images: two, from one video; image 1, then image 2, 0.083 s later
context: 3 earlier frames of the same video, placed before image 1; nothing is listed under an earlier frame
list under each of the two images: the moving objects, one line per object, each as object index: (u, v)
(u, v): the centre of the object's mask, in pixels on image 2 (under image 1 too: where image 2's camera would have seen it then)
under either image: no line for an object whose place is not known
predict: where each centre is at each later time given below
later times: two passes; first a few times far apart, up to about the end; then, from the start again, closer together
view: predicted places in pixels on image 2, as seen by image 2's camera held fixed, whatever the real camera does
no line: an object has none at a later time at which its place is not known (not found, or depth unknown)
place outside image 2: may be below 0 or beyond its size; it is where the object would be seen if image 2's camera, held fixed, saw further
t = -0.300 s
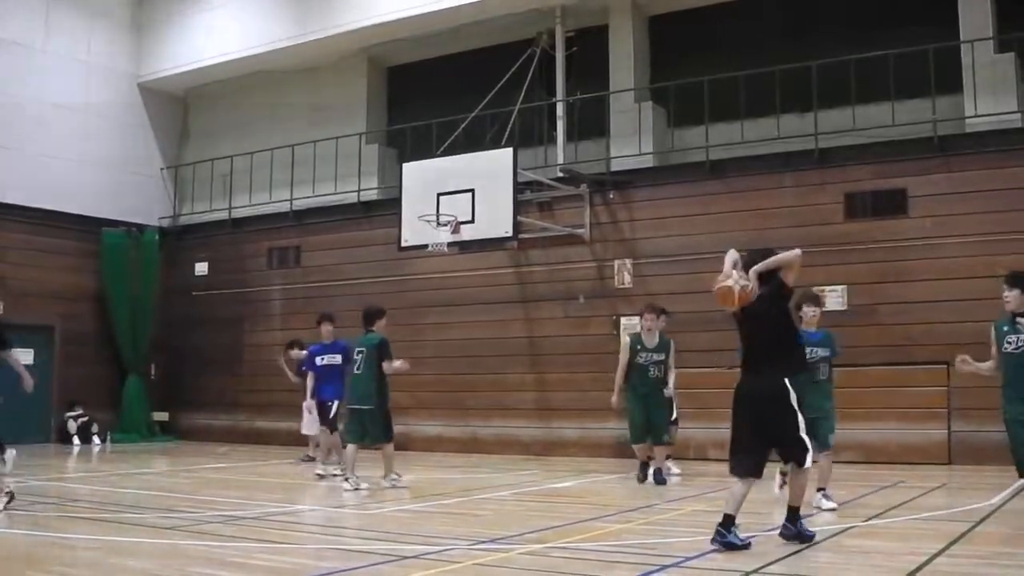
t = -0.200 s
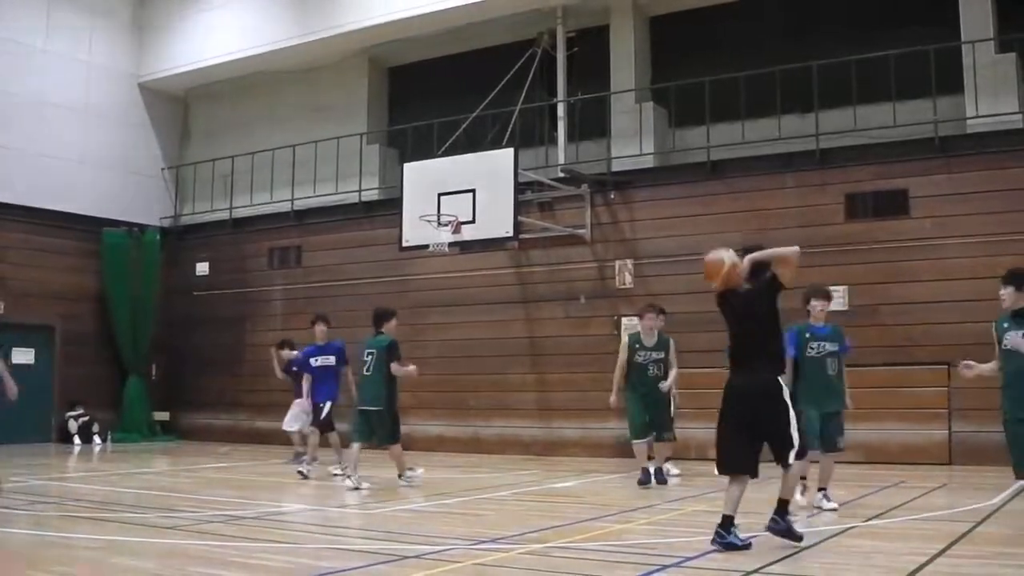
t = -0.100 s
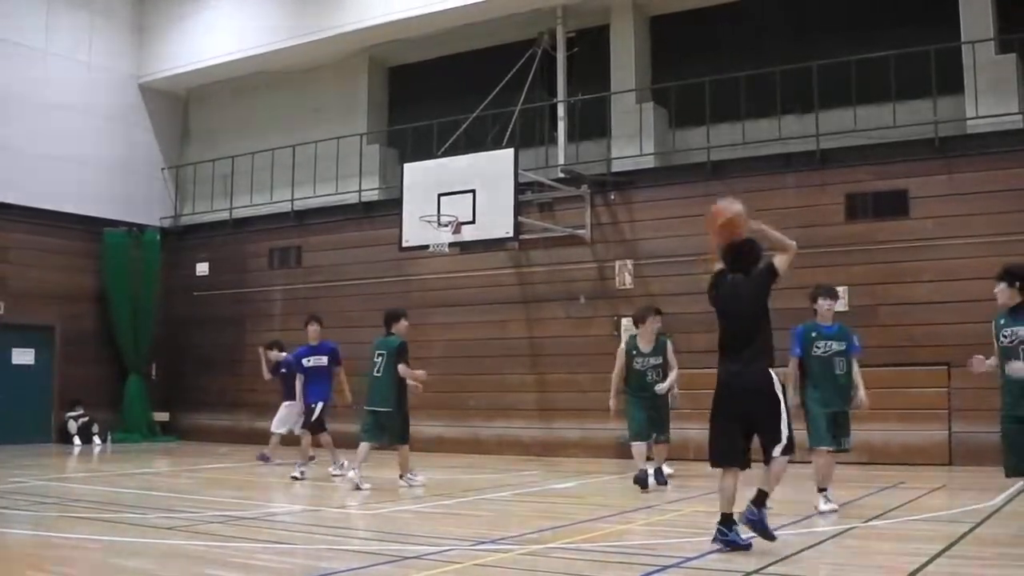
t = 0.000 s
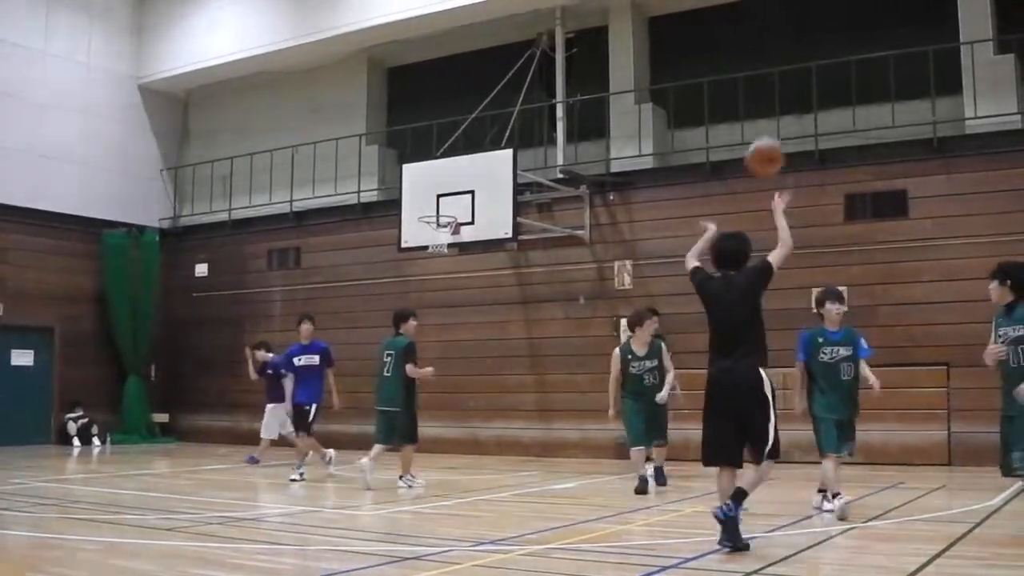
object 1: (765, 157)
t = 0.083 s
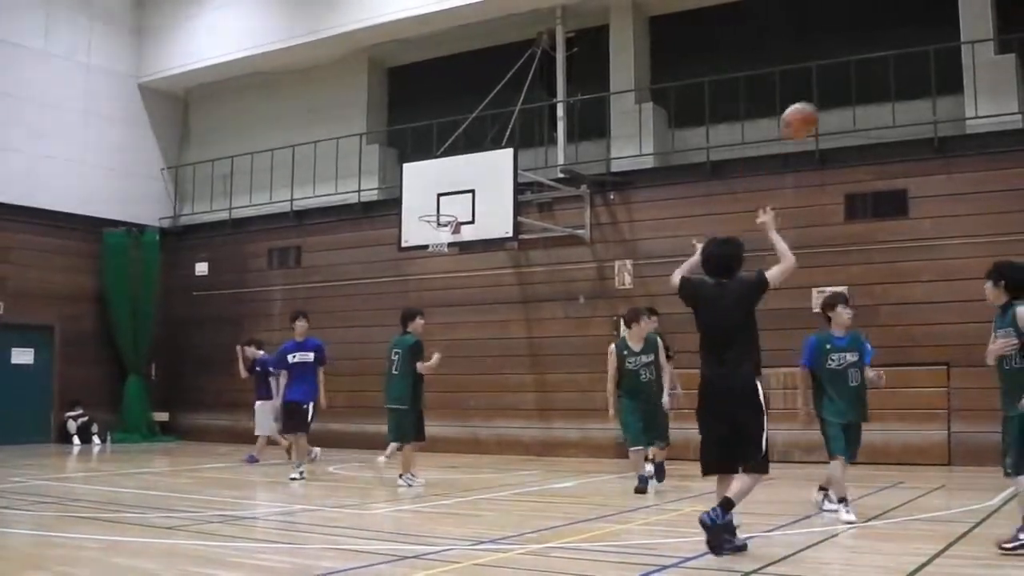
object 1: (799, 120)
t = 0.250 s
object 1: (859, 89)
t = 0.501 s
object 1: (926, 110)
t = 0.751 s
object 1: (980, 189)
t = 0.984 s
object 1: (1019, 297)
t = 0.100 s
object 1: (806, 115)
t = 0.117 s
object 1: (814, 110)
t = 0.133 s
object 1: (818, 105)
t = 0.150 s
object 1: (824, 101)
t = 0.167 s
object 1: (830, 99)
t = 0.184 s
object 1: (836, 96)
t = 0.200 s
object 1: (842, 94)
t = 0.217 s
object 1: (847, 92)
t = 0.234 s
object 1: (852, 91)
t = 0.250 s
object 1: (859, 89)
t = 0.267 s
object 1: (864, 88)
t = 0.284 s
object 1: (868, 87)
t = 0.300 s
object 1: (874, 87)
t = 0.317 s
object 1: (879, 87)
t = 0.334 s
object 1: (883, 88)
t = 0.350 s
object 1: (888, 89)
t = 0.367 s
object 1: (892, 89)
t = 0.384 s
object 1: (897, 90)
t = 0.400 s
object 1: (901, 91)
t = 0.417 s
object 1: (906, 93)
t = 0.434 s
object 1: (911, 94)
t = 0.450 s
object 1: (915, 97)
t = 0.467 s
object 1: (918, 102)
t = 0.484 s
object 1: (923, 105)
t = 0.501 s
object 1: (926, 110)
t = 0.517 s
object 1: (930, 111)
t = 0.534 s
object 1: (934, 116)
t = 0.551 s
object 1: (939, 119)
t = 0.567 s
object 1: (942, 127)
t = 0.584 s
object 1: (944, 131)
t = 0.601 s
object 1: (949, 137)
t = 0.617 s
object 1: (953, 141)
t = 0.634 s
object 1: (956, 145)
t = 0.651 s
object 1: (959, 149)
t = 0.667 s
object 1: (962, 156)
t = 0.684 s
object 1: (966, 162)
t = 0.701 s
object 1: (969, 167)
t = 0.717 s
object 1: (972, 171)
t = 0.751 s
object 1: (980, 189)
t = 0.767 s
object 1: (982, 195)
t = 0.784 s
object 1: (983, 200)
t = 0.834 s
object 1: (994, 223)
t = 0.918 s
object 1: (1007, 262)
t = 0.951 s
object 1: (1013, 279)
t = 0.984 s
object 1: (1019, 297)
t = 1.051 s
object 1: (1022, 339)
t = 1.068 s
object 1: (1023, 339)
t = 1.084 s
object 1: (1024, 341)
